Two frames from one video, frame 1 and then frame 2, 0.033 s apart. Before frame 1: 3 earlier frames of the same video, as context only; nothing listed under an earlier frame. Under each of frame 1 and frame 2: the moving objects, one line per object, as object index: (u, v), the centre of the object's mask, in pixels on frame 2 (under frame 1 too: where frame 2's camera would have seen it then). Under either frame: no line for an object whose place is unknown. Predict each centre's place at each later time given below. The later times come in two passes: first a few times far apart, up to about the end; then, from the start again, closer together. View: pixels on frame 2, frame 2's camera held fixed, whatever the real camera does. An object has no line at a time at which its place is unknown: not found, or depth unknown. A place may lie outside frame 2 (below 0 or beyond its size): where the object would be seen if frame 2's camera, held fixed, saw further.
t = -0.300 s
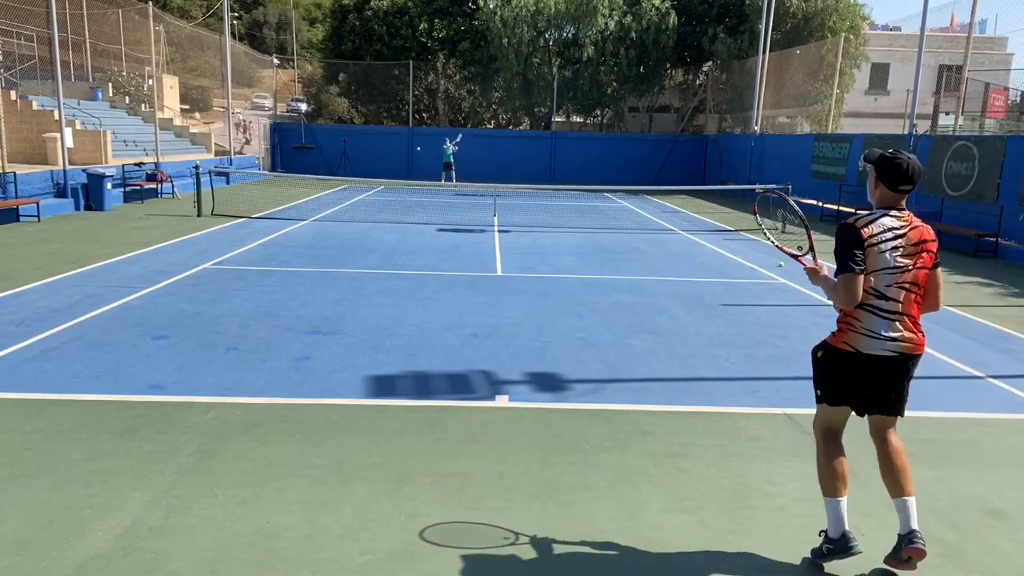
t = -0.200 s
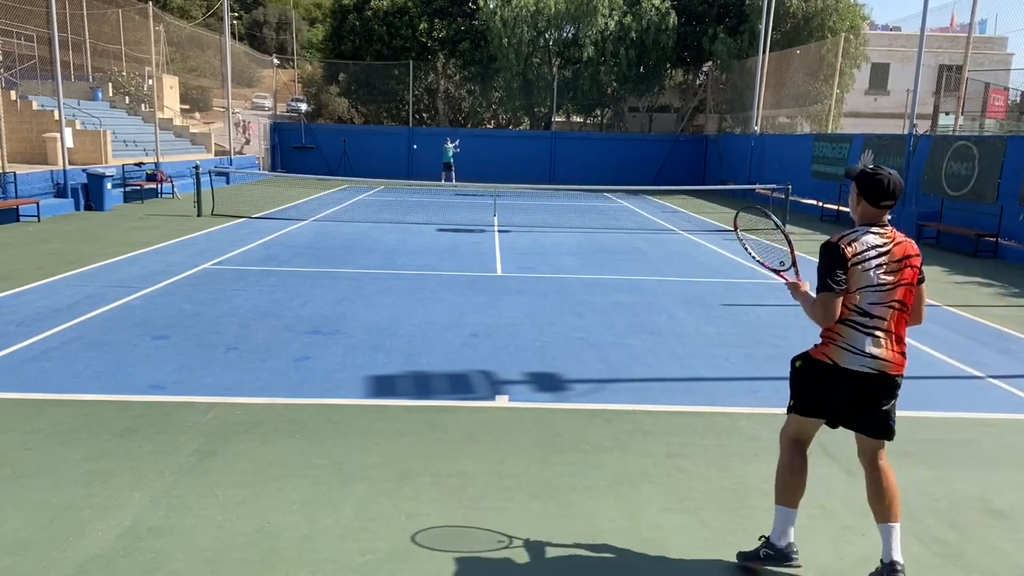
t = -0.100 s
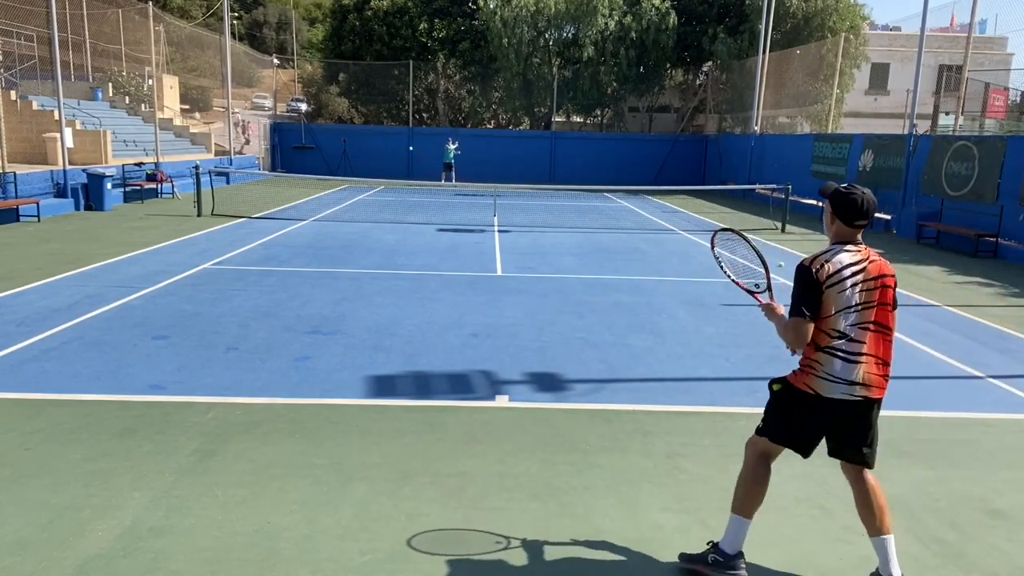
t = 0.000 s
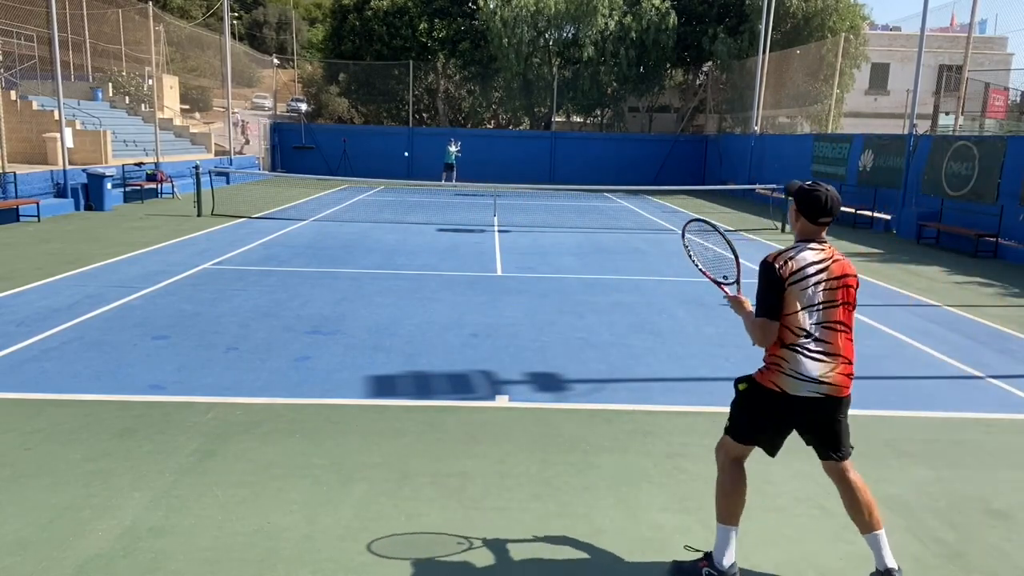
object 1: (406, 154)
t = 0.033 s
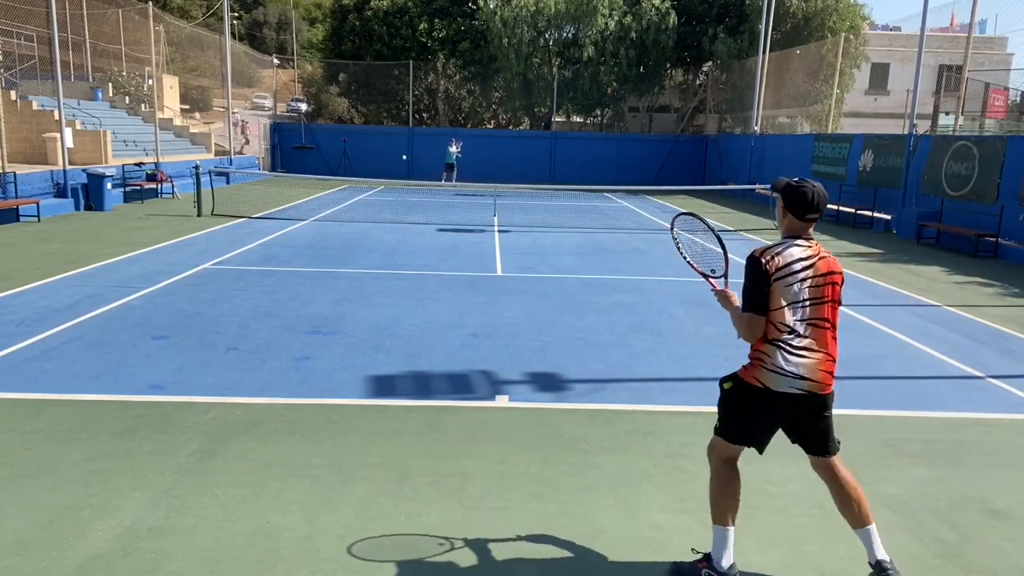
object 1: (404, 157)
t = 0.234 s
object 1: (390, 194)
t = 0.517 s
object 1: (365, 257)
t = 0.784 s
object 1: (339, 242)
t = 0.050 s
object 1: (403, 159)
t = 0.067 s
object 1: (402, 161)
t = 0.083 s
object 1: (401, 163)
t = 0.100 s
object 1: (400, 166)
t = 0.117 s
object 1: (399, 168)
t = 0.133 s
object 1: (398, 171)
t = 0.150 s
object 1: (396, 174)
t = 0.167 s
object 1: (395, 177)
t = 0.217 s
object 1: (392, 189)
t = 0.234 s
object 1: (390, 194)
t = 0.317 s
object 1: (383, 221)
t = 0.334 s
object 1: (381, 227)
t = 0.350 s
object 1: (380, 234)
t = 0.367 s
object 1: (378, 242)
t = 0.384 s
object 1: (376, 251)
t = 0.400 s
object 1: (374, 259)
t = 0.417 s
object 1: (373, 269)
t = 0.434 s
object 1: (371, 273)
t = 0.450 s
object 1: (369, 270)
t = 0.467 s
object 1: (369, 266)
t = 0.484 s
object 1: (367, 264)
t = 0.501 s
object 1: (366, 261)
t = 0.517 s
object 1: (365, 257)
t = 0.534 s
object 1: (364, 255)
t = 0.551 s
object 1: (363, 252)
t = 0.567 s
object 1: (361, 250)
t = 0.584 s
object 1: (360, 248)
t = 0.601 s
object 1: (358, 246)
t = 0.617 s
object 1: (357, 244)
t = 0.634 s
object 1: (355, 243)
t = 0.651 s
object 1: (354, 242)
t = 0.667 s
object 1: (352, 240)
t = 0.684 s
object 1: (350, 240)
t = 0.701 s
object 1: (349, 239)
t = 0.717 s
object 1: (347, 239)
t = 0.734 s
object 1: (345, 239)
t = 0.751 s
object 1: (343, 240)
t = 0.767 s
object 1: (341, 241)
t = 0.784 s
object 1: (339, 242)
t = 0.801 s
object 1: (336, 244)
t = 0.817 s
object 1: (334, 246)
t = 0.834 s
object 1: (332, 248)
